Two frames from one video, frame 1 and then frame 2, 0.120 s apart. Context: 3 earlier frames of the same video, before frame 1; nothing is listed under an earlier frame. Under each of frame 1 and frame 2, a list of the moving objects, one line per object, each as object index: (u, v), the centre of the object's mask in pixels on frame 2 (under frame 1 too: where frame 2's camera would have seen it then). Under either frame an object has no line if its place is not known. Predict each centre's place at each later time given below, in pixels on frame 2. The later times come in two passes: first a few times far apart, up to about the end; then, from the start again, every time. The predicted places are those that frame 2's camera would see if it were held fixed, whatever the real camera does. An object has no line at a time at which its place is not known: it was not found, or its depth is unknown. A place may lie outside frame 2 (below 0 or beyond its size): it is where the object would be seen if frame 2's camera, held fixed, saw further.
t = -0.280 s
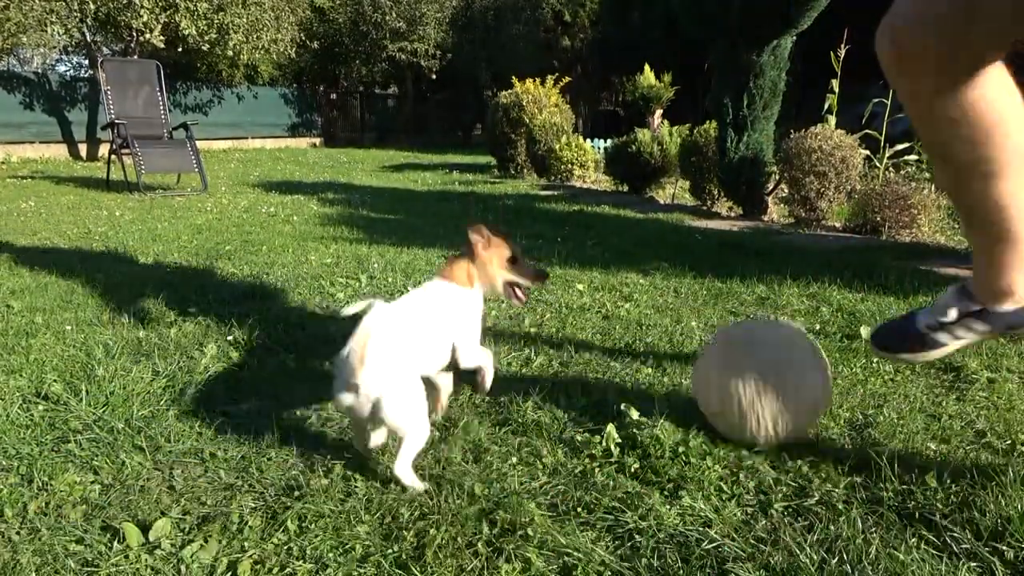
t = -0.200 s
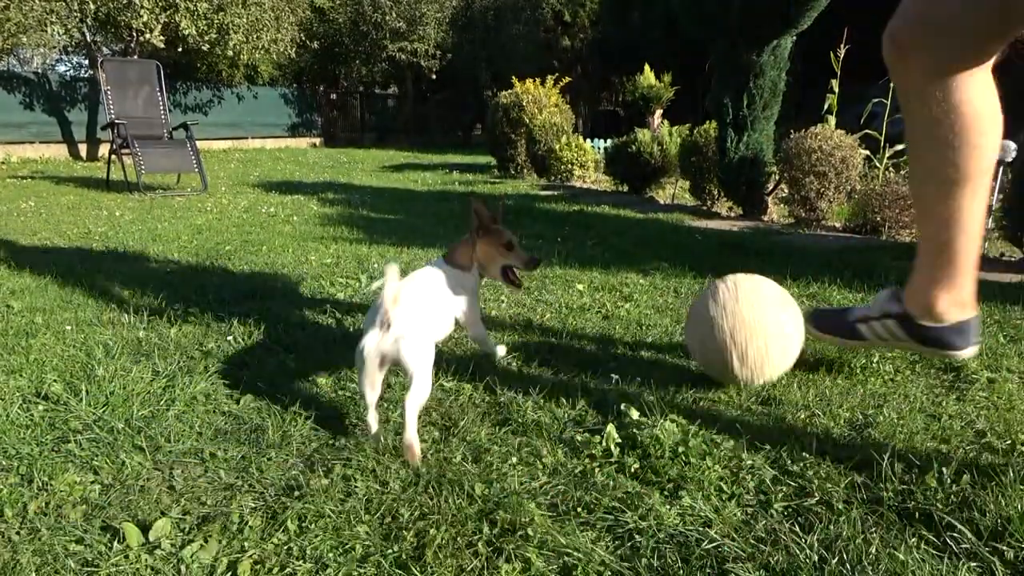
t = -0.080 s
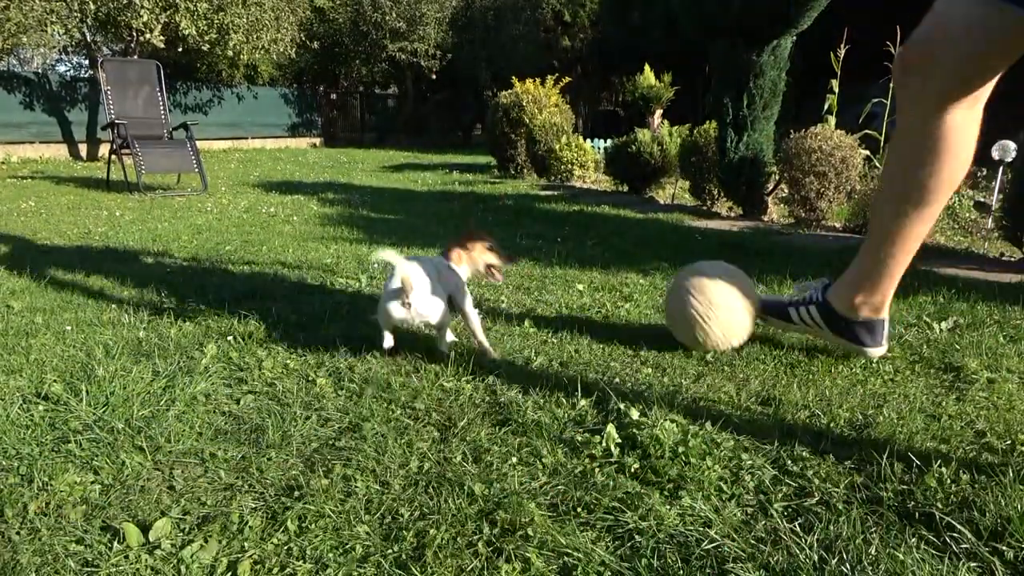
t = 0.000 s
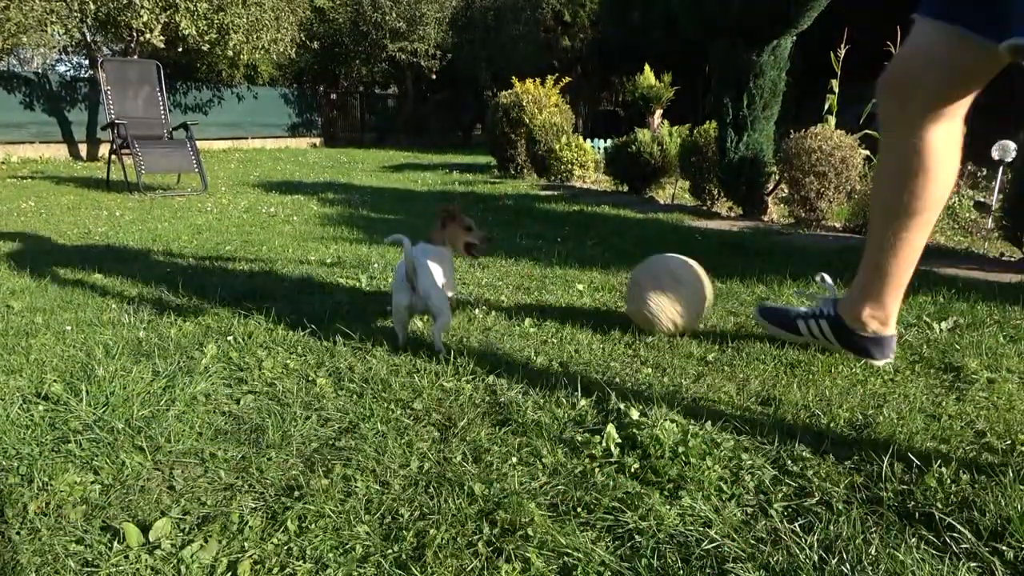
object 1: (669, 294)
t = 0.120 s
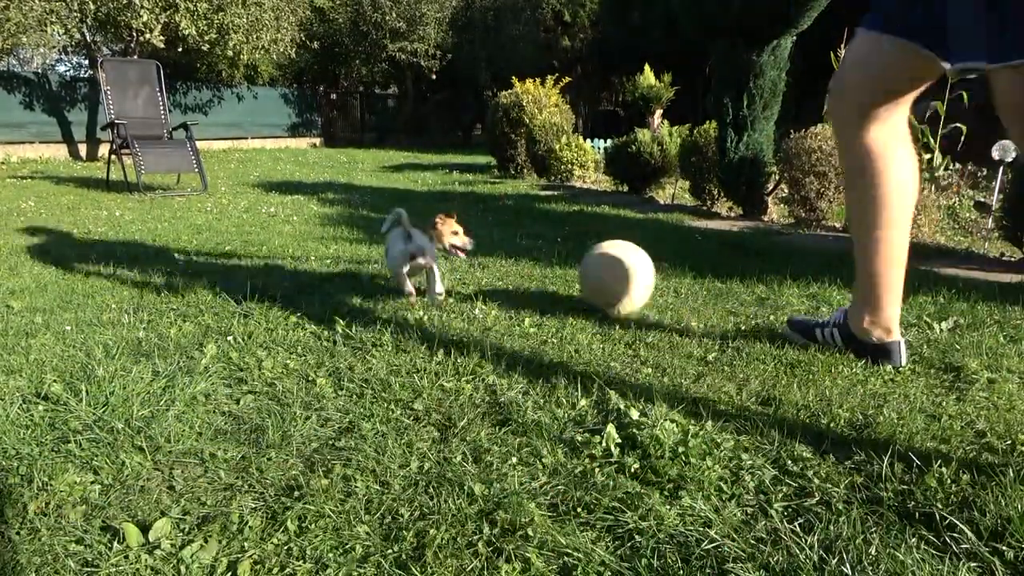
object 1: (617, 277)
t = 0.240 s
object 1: (578, 263)
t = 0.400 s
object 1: (539, 251)
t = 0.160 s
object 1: (602, 273)
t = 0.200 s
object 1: (589, 266)
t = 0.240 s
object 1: (578, 263)
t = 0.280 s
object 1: (567, 262)
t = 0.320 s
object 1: (557, 255)
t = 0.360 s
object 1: (548, 251)
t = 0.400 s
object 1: (539, 251)
